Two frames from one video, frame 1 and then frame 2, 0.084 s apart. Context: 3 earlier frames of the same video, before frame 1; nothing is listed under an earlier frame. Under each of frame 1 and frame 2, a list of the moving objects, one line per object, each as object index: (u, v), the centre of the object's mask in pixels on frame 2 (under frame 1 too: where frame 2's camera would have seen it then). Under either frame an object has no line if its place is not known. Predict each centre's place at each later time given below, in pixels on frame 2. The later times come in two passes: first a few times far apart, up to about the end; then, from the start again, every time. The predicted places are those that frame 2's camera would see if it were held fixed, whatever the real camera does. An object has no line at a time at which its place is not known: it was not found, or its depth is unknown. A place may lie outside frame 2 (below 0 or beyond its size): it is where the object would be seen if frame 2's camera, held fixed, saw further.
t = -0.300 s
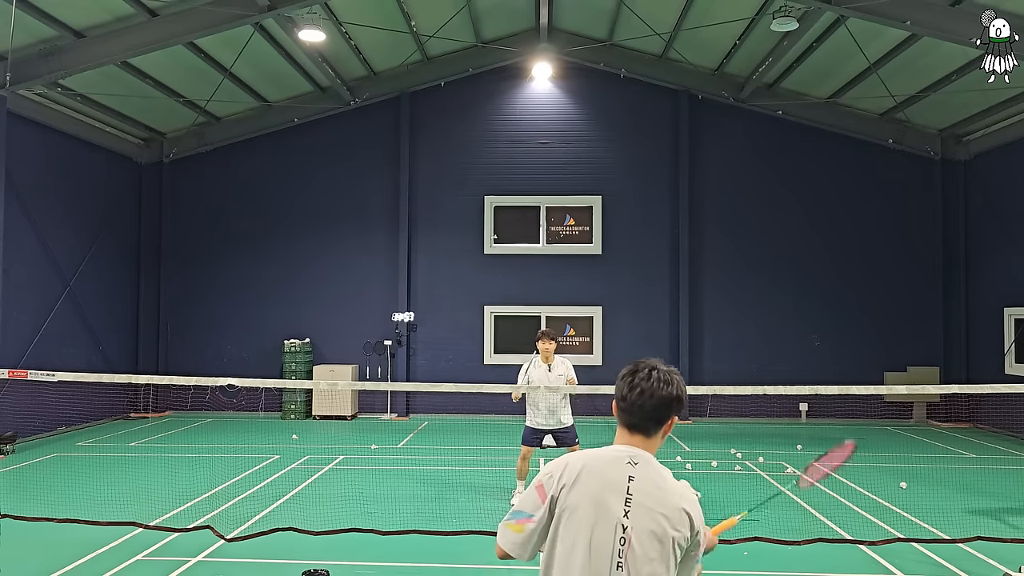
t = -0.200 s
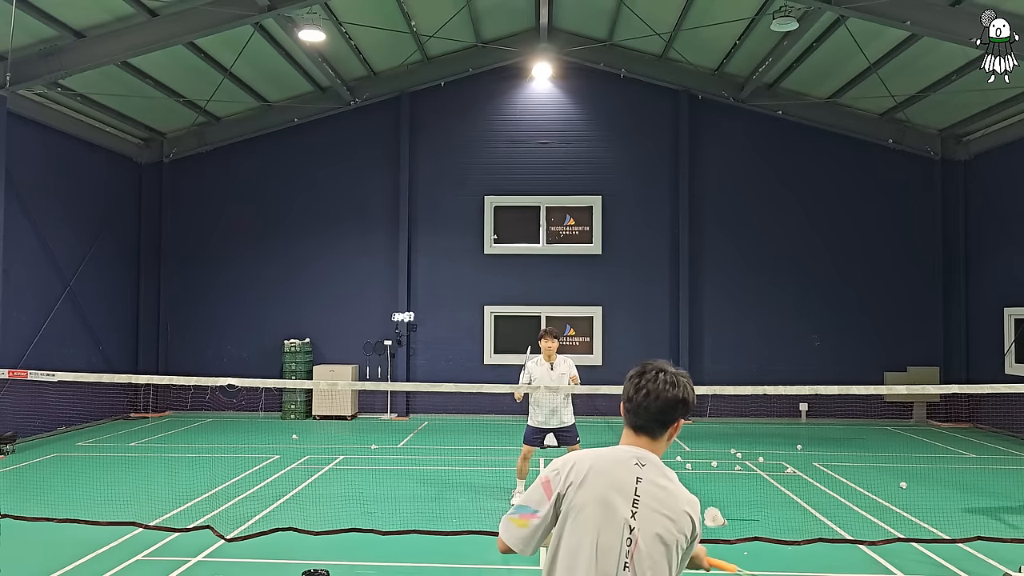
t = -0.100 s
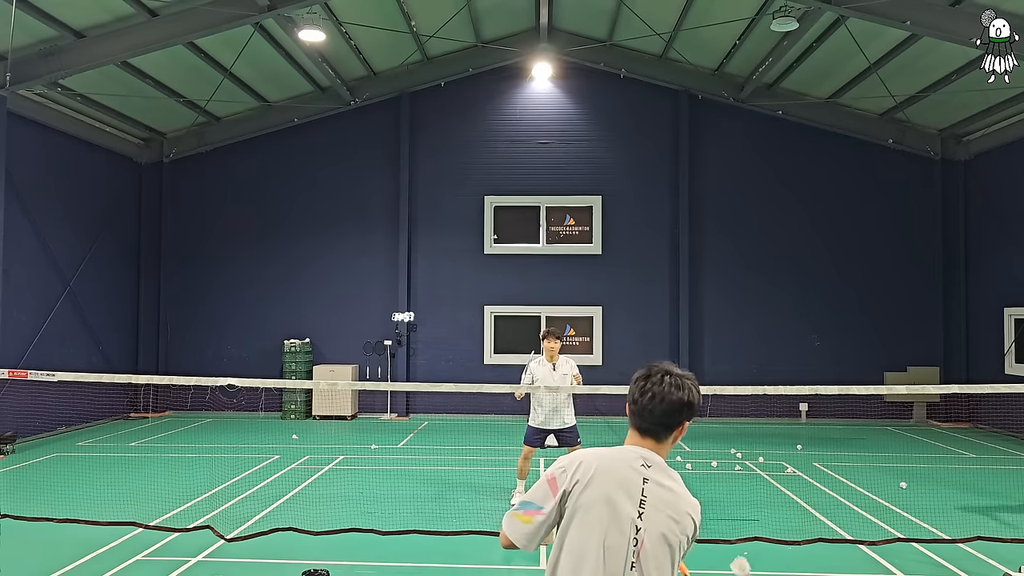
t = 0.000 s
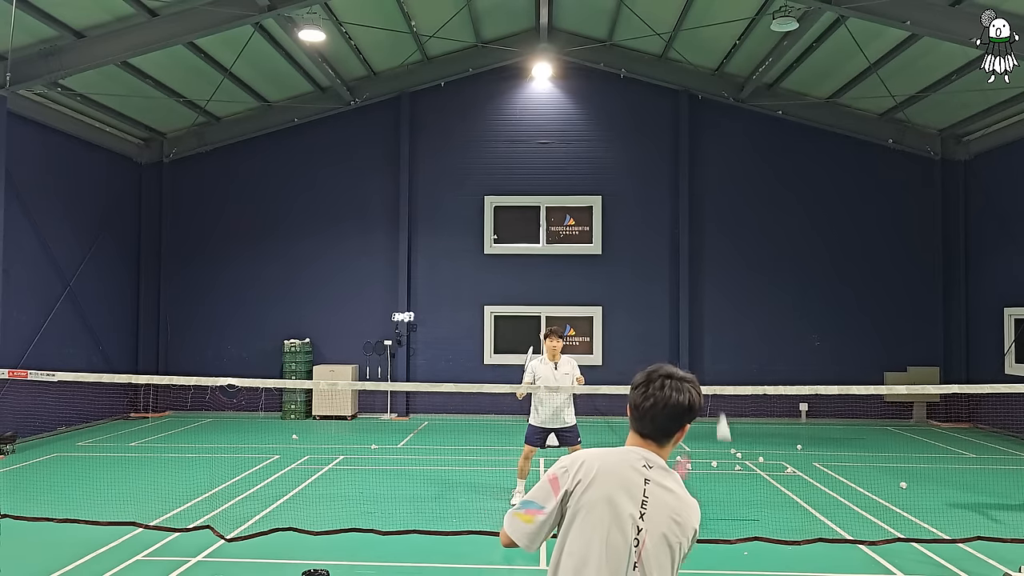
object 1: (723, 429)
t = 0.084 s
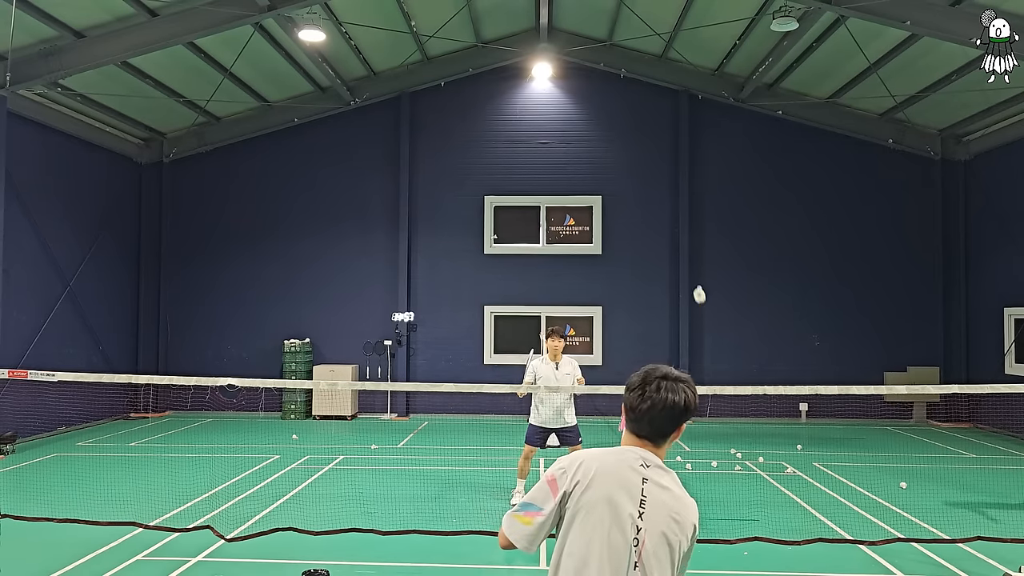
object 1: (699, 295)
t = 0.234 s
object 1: (682, 204)
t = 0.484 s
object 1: (667, 180)
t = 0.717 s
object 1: (662, 214)
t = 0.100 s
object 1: (696, 279)
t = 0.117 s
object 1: (693, 265)
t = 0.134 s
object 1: (691, 253)
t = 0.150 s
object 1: (689, 242)
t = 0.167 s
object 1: (687, 232)
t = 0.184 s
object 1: (686, 224)
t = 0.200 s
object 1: (685, 216)
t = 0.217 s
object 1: (684, 210)
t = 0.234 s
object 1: (682, 204)
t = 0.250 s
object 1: (681, 199)
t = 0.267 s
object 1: (680, 194)
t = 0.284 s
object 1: (679, 190)
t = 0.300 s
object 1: (678, 187)
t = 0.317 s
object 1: (676, 184)
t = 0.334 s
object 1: (675, 181)
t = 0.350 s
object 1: (674, 180)
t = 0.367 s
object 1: (673, 178)
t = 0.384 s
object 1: (671, 177)
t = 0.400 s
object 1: (670, 177)
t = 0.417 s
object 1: (669, 177)
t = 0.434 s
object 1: (669, 177)
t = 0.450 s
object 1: (668, 178)
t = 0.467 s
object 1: (668, 179)
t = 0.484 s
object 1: (667, 180)
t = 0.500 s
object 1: (667, 181)
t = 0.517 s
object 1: (666, 182)
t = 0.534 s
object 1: (666, 184)
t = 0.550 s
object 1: (666, 186)
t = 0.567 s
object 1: (666, 188)
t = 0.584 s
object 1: (665, 190)
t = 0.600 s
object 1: (665, 192)
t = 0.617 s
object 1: (665, 195)
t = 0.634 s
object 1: (664, 197)
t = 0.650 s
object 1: (664, 200)
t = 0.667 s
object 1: (663, 204)
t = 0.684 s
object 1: (663, 207)
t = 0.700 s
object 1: (662, 210)
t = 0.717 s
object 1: (662, 214)
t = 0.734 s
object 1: (661, 218)
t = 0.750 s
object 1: (661, 222)
